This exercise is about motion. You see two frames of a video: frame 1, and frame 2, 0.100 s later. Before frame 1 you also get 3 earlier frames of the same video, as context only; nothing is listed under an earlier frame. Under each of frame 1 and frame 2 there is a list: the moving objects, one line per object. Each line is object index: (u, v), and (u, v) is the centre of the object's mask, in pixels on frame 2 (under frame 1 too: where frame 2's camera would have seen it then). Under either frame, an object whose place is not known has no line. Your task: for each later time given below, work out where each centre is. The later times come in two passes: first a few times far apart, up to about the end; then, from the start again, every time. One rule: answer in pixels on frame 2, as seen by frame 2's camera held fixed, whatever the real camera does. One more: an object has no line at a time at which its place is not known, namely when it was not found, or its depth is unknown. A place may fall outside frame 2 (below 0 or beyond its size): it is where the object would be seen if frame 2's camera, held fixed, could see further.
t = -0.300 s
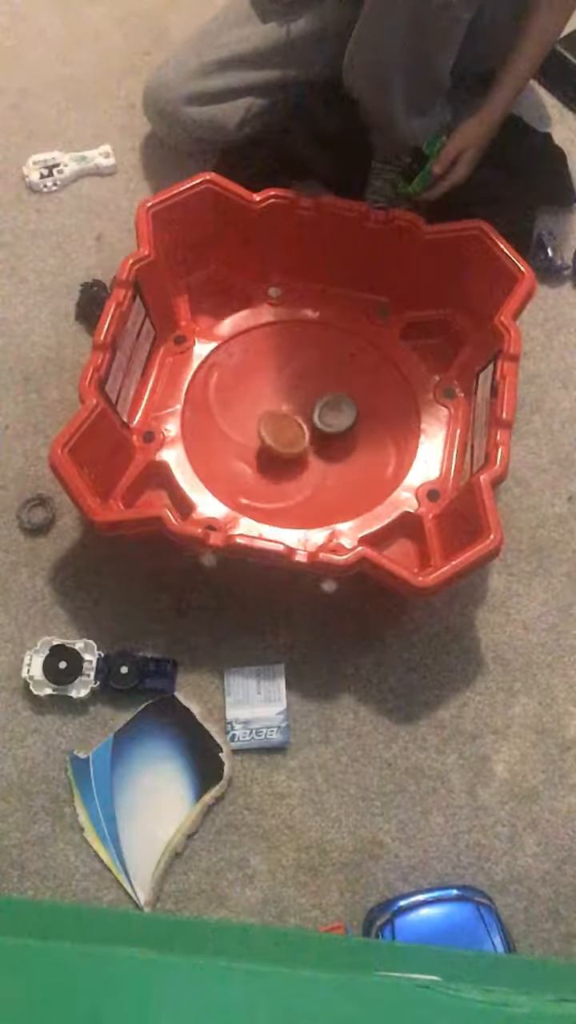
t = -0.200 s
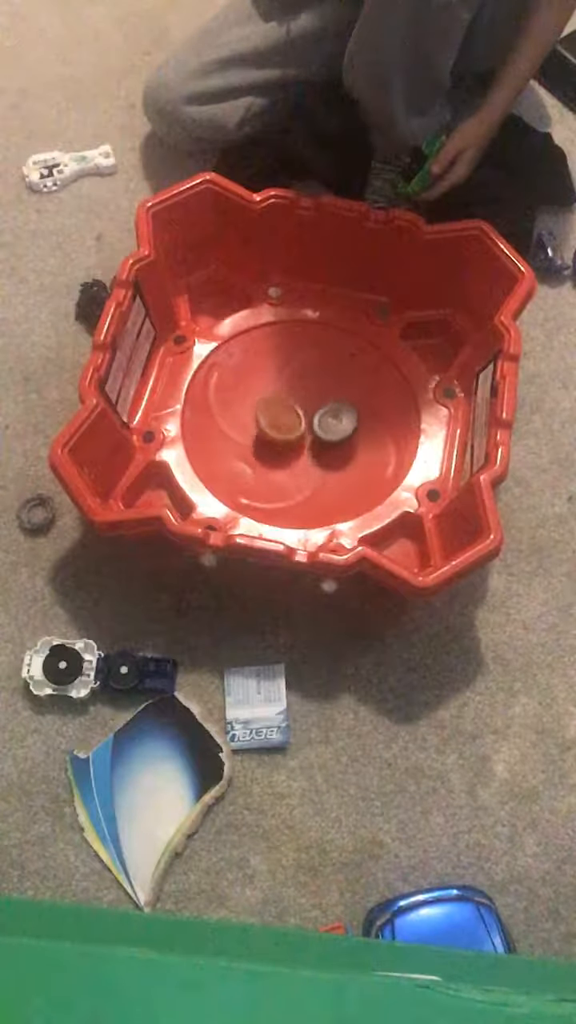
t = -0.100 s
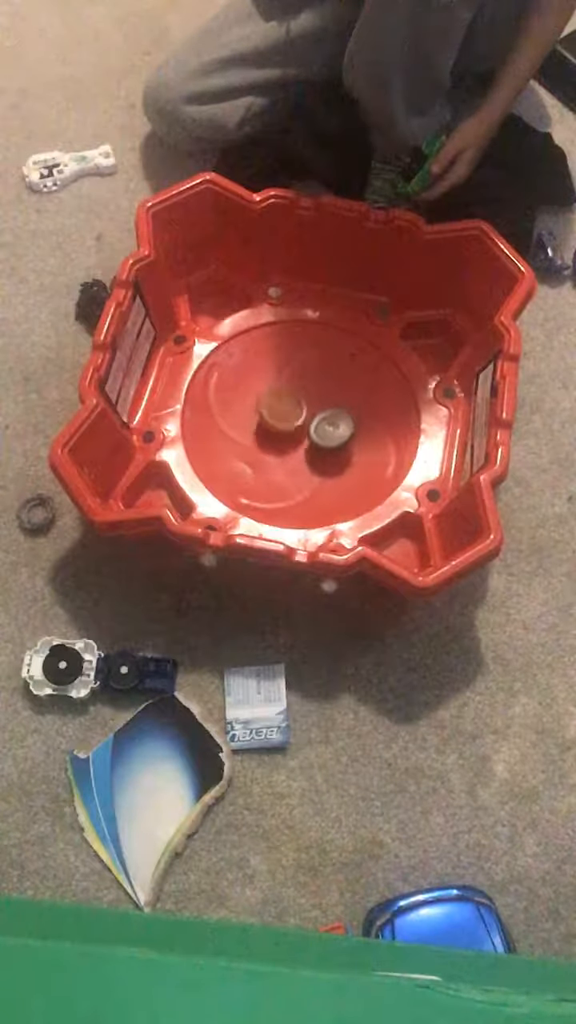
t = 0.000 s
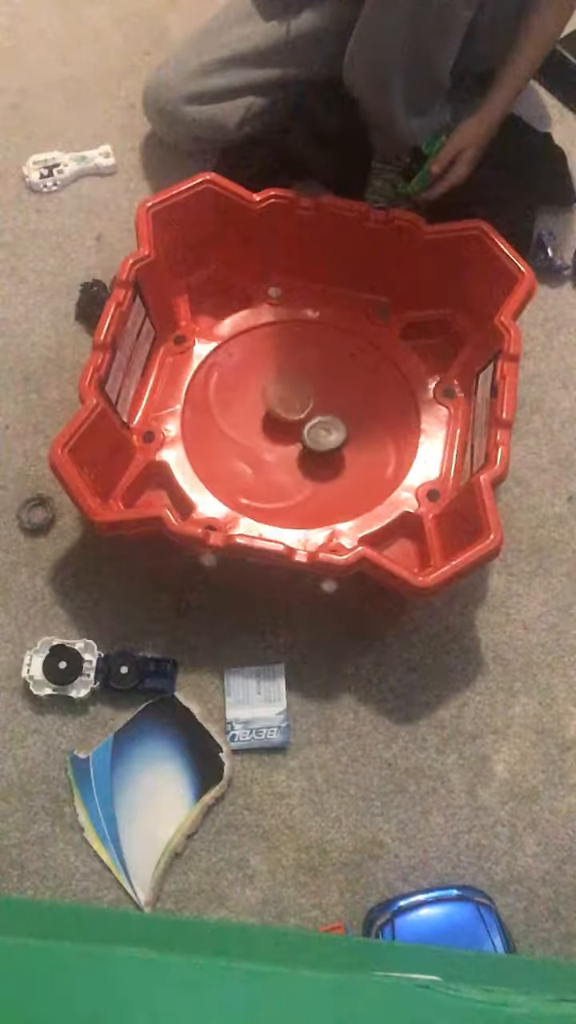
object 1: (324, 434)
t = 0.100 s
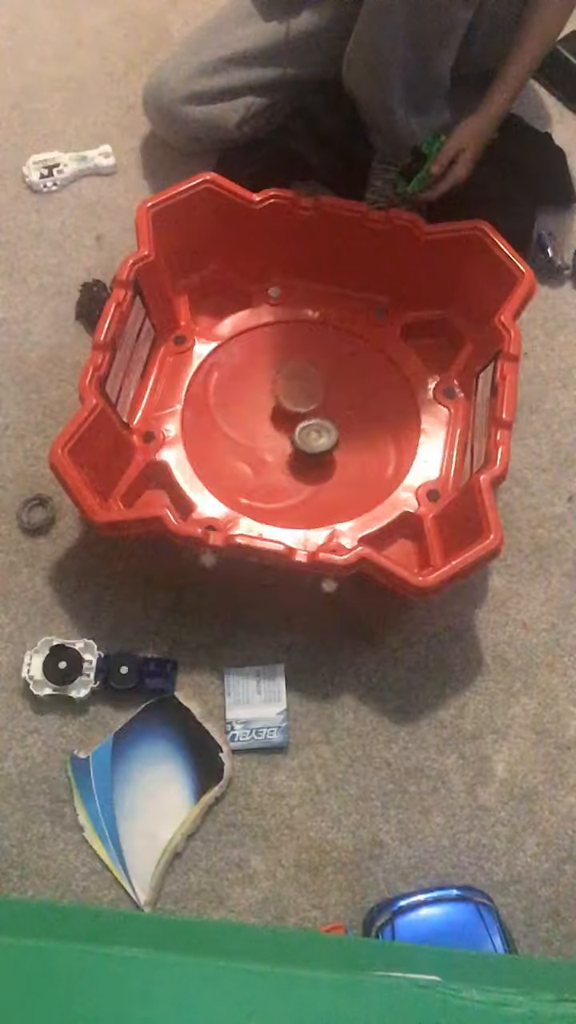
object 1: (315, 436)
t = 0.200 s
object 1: (305, 436)
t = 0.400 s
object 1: (284, 427)
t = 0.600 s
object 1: (274, 412)
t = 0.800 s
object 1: (279, 399)
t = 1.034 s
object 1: (297, 386)
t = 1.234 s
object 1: (313, 386)
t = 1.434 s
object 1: (325, 399)
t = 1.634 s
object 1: (329, 417)
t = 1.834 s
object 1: (322, 435)
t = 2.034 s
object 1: (303, 443)
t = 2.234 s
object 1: (277, 441)
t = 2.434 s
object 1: (257, 422)
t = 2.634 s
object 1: (255, 399)
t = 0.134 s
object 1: (312, 436)
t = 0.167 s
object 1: (308, 437)
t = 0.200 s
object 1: (305, 436)
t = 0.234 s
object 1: (302, 435)
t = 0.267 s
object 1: (298, 434)
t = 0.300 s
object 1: (294, 433)
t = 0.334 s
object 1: (290, 431)
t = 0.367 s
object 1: (287, 429)
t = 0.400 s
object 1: (284, 427)
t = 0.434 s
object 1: (282, 425)
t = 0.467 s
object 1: (279, 422)
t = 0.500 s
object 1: (278, 420)
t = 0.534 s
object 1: (276, 418)
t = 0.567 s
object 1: (275, 415)
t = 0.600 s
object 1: (274, 412)
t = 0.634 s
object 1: (274, 410)
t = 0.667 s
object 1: (275, 408)
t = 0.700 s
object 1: (275, 406)
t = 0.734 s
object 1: (276, 404)
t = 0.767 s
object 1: (278, 401)
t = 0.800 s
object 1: (279, 399)
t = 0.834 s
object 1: (282, 397)
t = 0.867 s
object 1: (285, 395)
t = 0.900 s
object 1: (288, 392)
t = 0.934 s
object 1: (290, 391)
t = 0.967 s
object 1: (291, 389)
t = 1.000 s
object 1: (295, 387)
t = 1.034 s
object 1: (297, 386)
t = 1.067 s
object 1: (300, 386)
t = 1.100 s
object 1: (303, 385)
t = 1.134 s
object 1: (306, 385)
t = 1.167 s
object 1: (309, 385)
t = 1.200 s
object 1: (311, 385)
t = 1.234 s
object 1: (313, 386)
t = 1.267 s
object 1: (316, 388)
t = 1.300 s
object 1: (318, 390)
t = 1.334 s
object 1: (320, 392)
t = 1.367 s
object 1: (323, 394)
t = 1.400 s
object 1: (324, 396)
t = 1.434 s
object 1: (325, 399)
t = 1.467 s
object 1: (326, 401)
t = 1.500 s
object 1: (327, 404)
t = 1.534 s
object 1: (328, 407)
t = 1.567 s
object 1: (329, 410)
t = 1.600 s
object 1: (329, 413)
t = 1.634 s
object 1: (329, 417)
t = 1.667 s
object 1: (329, 420)
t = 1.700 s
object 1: (328, 422)
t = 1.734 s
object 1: (328, 425)
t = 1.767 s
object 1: (326, 429)
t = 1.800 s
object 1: (324, 432)
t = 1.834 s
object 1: (322, 435)
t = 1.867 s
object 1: (319, 437)
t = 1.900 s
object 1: (316, 439)
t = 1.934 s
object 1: (313, 440)
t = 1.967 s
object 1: (310, 441)
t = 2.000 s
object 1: (307, 442)
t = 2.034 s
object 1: (303, 443)
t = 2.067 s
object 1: (298, 445)
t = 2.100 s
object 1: (293, 445)
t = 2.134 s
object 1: (290, 445)
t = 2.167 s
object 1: (286, 444)
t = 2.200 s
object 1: (282, 443)
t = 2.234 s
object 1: (277, 441)
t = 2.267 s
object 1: (272, 438)
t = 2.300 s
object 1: (267, 434)
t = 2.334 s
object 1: (263, 430)
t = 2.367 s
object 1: (260, 428)
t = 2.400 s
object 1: (258, 425)
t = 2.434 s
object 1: (257, 422)
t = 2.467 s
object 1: (256, 419)
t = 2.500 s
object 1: (256, 416)
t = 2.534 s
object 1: (256, 414)
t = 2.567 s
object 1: (255, 409)
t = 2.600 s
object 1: (254, 404)
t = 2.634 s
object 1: (255, 399)
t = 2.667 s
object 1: (257, 396)
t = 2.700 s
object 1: (260, 394)
